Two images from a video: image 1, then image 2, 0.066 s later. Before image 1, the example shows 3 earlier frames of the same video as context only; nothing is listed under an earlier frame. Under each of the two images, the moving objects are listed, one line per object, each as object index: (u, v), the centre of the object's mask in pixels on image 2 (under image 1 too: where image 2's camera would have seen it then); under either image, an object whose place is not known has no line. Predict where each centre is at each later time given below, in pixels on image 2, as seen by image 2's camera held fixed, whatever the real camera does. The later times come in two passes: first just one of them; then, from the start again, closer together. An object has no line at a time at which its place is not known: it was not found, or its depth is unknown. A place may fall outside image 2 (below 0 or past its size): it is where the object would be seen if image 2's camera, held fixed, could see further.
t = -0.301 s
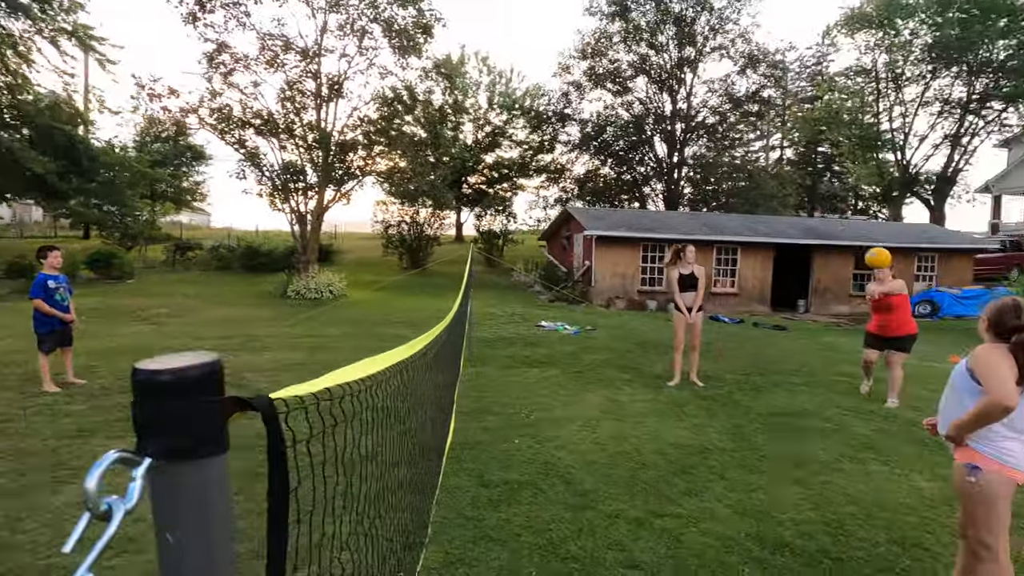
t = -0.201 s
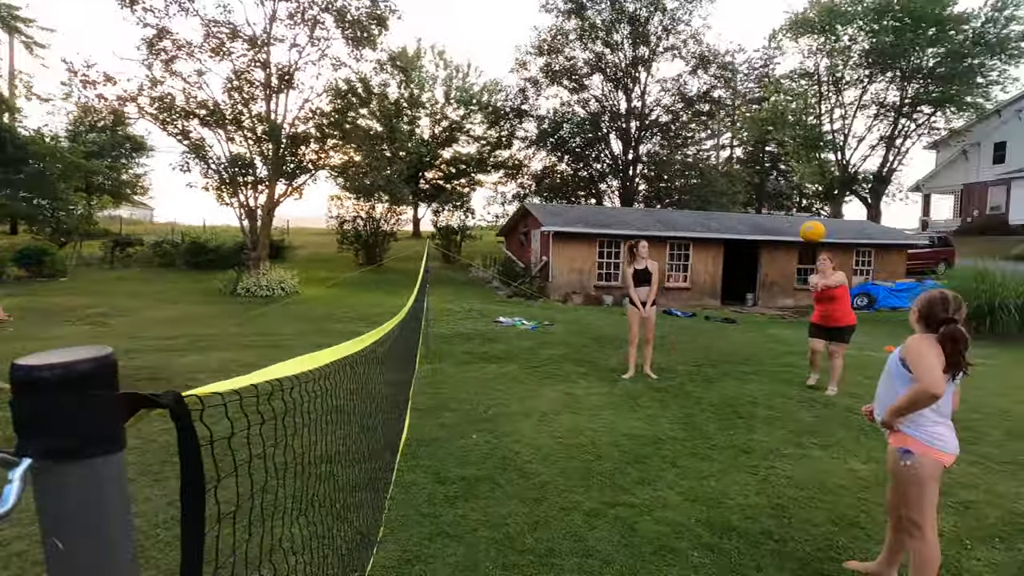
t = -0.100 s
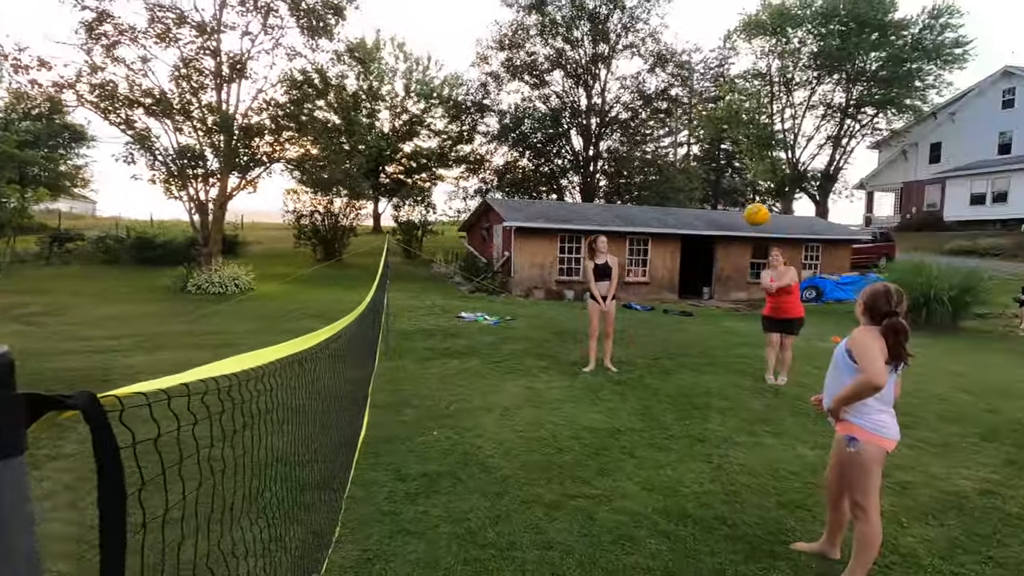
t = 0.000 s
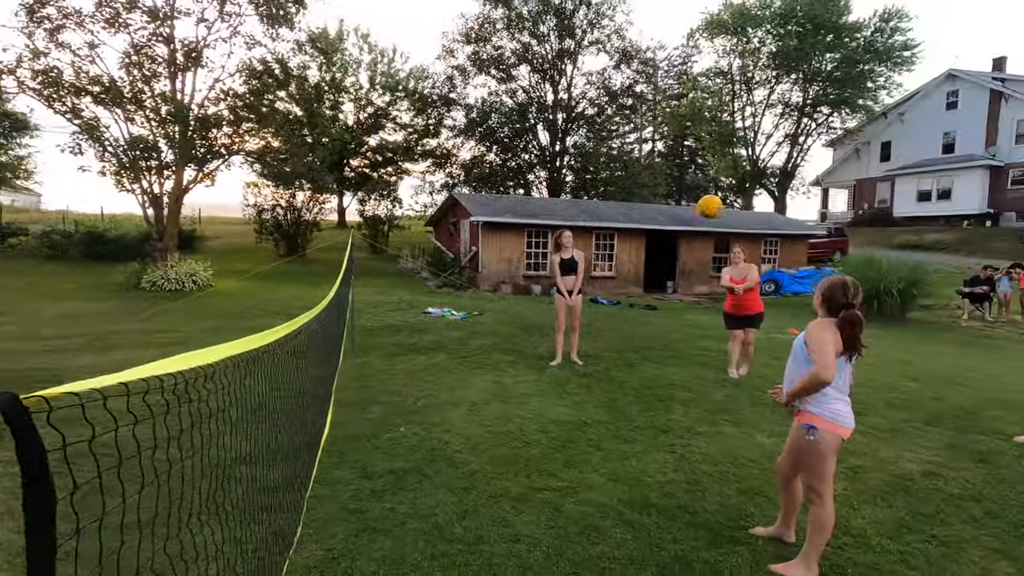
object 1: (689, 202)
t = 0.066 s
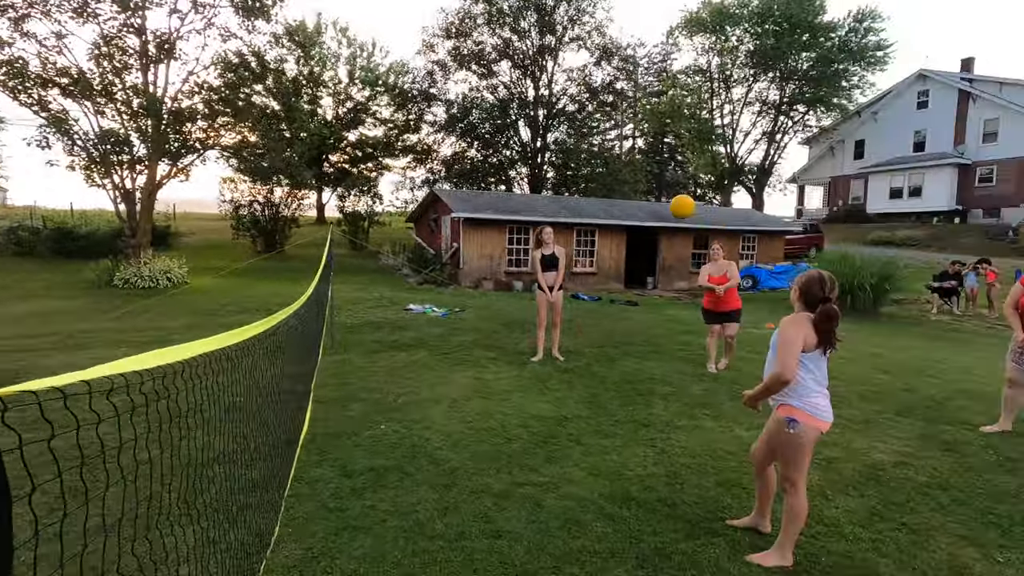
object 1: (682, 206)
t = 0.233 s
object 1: (663, 241)
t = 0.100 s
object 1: (679, 210)
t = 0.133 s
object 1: (675, 215)
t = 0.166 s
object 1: (671, 223)
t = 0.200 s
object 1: (667, 231)
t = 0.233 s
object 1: (663, 241)
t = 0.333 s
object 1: (648, 284)
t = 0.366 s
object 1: (643, 304)
